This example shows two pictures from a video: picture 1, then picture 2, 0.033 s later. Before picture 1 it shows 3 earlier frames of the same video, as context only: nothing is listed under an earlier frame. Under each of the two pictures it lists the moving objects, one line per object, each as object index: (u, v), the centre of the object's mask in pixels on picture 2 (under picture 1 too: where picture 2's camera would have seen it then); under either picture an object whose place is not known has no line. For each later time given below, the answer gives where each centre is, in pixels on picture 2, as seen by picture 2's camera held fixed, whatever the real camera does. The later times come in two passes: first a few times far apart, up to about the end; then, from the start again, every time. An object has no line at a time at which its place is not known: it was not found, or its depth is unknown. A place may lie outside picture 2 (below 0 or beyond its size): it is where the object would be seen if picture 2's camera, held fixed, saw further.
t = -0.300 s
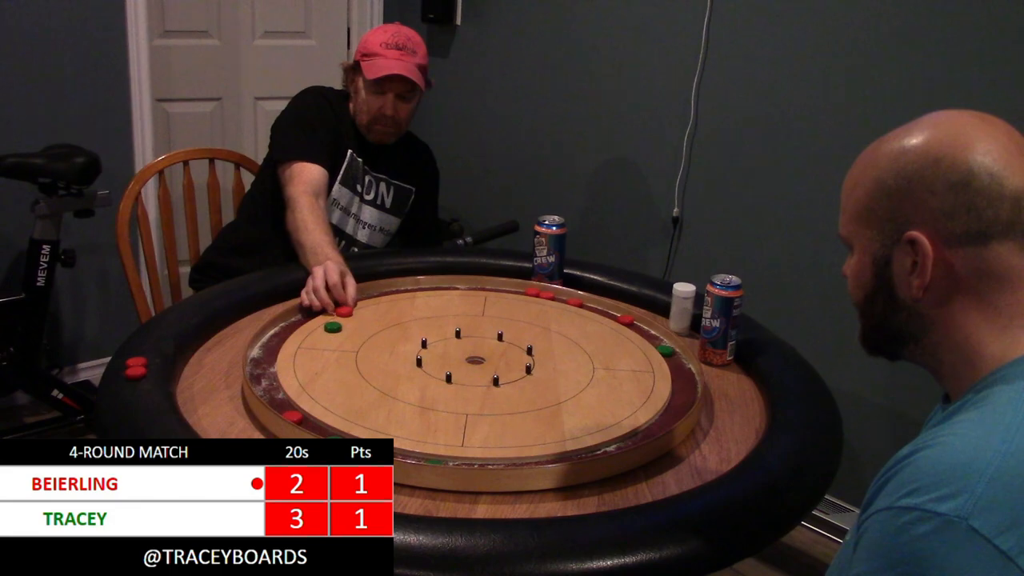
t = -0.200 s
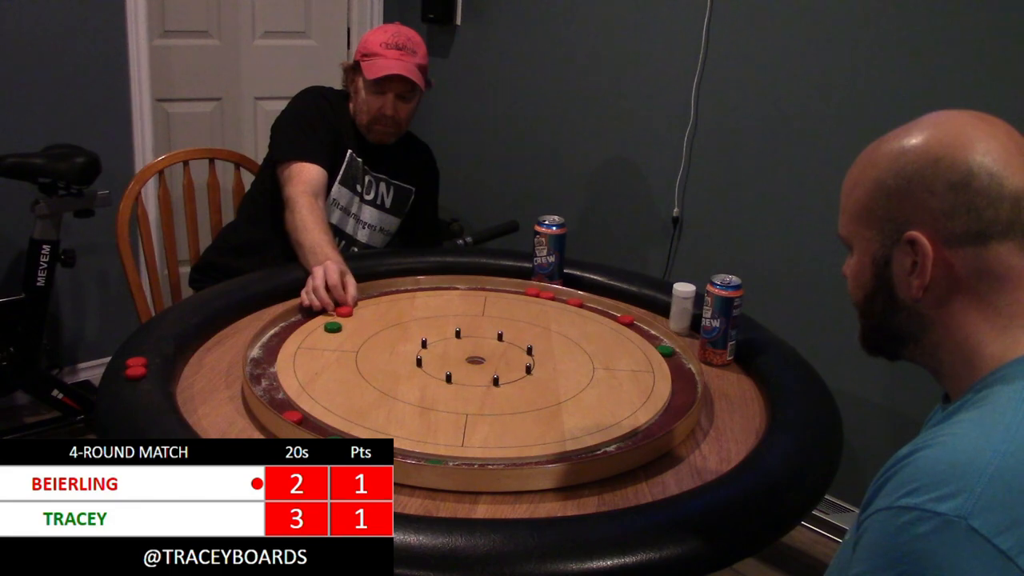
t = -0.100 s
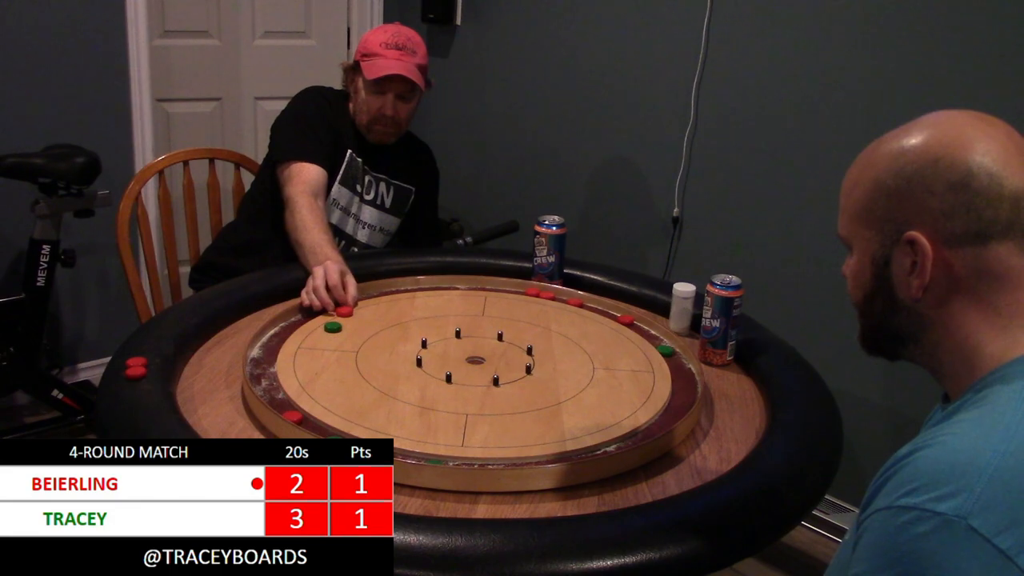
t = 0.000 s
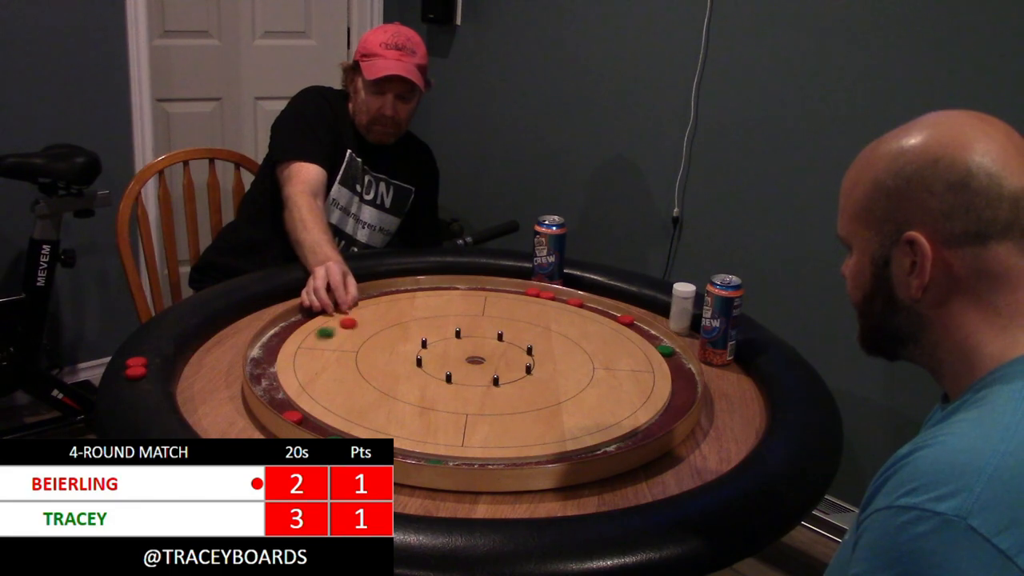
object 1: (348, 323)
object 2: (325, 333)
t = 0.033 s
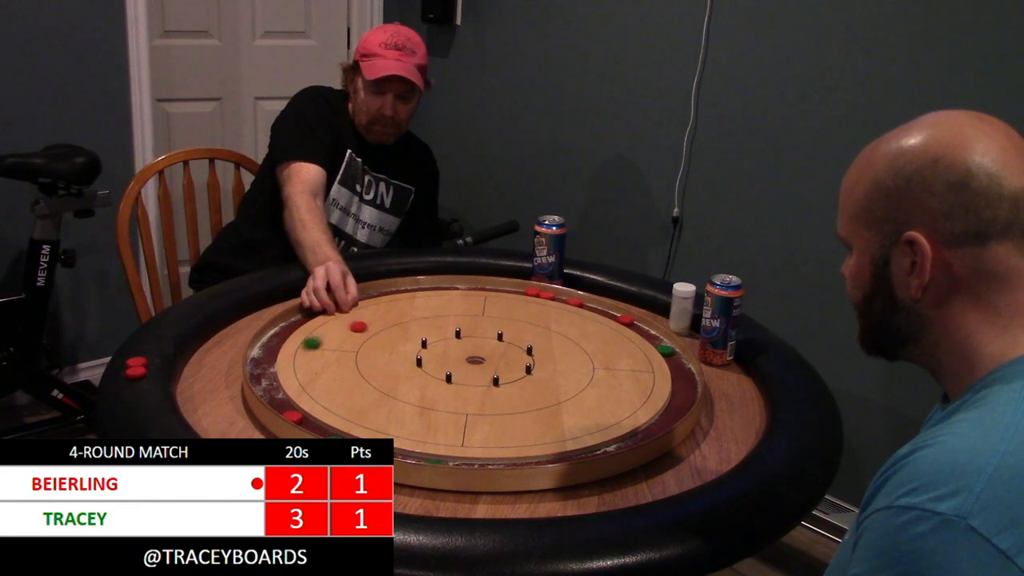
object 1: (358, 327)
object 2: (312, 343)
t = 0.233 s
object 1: (411, 345)
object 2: (284, 405)
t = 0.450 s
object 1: (396, 358)
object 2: (290, 412)
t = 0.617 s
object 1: (393, 361)
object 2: (293, 416)
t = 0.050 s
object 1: (363, 328)
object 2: (305, 348)
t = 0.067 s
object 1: (368, 330)
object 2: (298, 353)
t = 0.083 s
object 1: (373, 331)
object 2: (291, 359)
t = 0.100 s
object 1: (377, 333)
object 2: (285, 364)
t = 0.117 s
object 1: (382, 335)
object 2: (276, 371)
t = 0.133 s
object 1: (386, 336)
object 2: (269, 377)
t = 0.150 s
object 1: (390, 338)
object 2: (264, 385)
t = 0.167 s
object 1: (394, 339)
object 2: (265, 391)
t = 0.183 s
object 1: (399, 341)
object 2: (270, 394)
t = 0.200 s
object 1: (403, 342)
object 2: (275, 398)
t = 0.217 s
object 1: (406, 343)
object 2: (281, 402)
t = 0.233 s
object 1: (411, 345)
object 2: (284, 405)
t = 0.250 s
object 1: (411, 346)
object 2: (285, 407)
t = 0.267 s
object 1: (410, 347)
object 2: (286, 408)
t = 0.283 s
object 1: (408, 348)
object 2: (287, 409)
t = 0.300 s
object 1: (406, 350)
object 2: (287, 410)
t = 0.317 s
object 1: (405, 351)
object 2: (287, 410)
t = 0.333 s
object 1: (404, 352)
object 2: (287, 410)
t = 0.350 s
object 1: (402, 353)
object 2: (288, 410)
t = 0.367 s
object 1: (401, 354)
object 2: (288, 411)
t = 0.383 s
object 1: (400, 355)
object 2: (289, 411)
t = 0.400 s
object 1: (399, 356)
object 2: (289, 411)
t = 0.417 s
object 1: (398, 356)
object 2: (290, 411)
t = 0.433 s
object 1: (397, 357)
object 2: (290, 412)
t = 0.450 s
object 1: (396, 358)
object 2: (290, 412)
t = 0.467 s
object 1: (396, 358)
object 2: (290, 413)
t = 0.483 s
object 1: (395, 359)
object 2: (291, 413)
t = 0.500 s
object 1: (394, 359)
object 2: (291, 413)
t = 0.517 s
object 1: (394, 360)
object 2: (291, 414)
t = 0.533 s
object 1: (394, 360)
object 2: (292, 414)
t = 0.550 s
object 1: (393, 360)
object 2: (291, 415)
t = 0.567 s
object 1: (393, 361)
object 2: (292, 415)
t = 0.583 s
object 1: (393, 361)
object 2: (292, 415)
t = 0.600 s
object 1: (393, 361)
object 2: (292, 416)
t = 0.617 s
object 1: (393, 361)
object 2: (293, 416)
